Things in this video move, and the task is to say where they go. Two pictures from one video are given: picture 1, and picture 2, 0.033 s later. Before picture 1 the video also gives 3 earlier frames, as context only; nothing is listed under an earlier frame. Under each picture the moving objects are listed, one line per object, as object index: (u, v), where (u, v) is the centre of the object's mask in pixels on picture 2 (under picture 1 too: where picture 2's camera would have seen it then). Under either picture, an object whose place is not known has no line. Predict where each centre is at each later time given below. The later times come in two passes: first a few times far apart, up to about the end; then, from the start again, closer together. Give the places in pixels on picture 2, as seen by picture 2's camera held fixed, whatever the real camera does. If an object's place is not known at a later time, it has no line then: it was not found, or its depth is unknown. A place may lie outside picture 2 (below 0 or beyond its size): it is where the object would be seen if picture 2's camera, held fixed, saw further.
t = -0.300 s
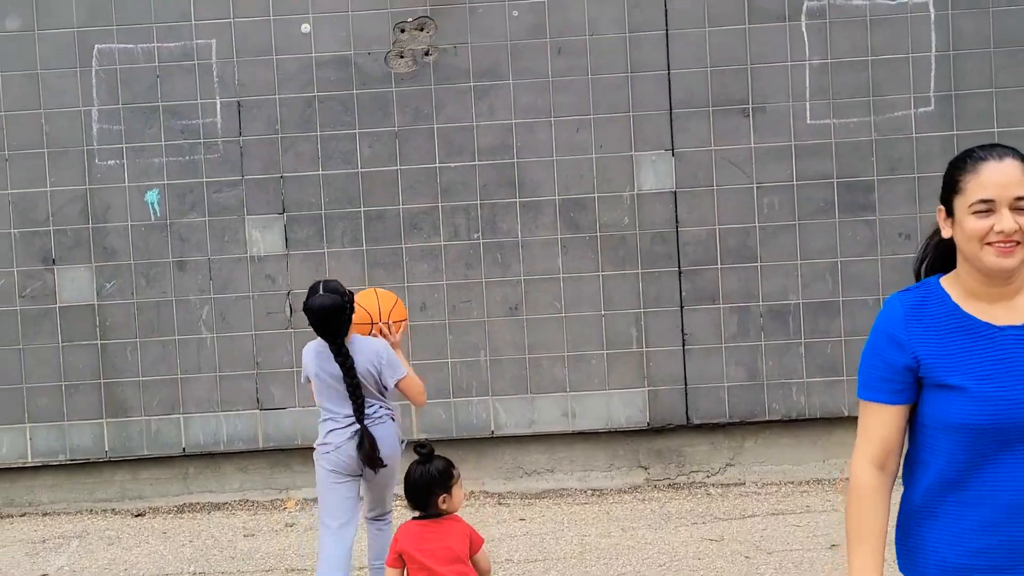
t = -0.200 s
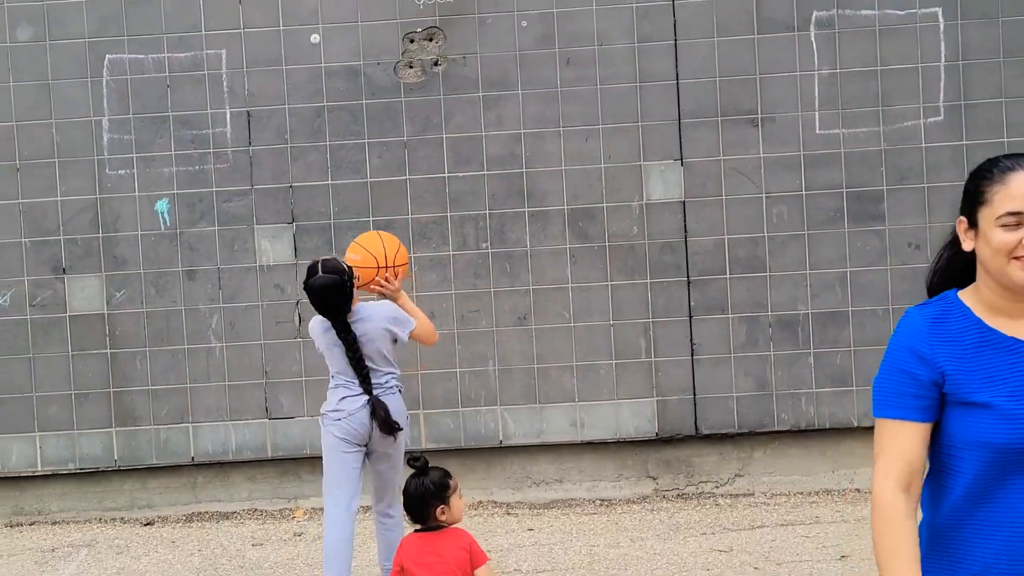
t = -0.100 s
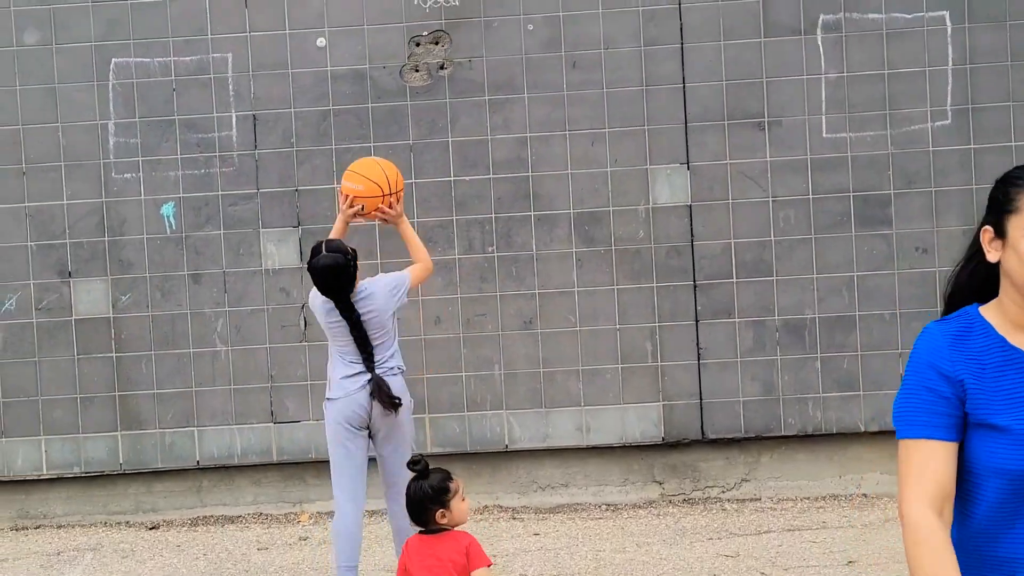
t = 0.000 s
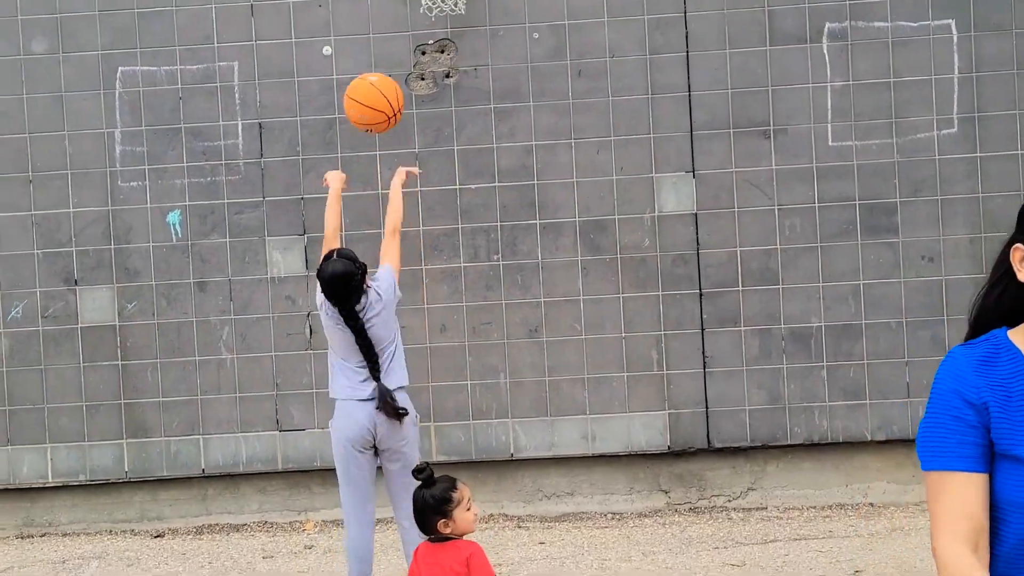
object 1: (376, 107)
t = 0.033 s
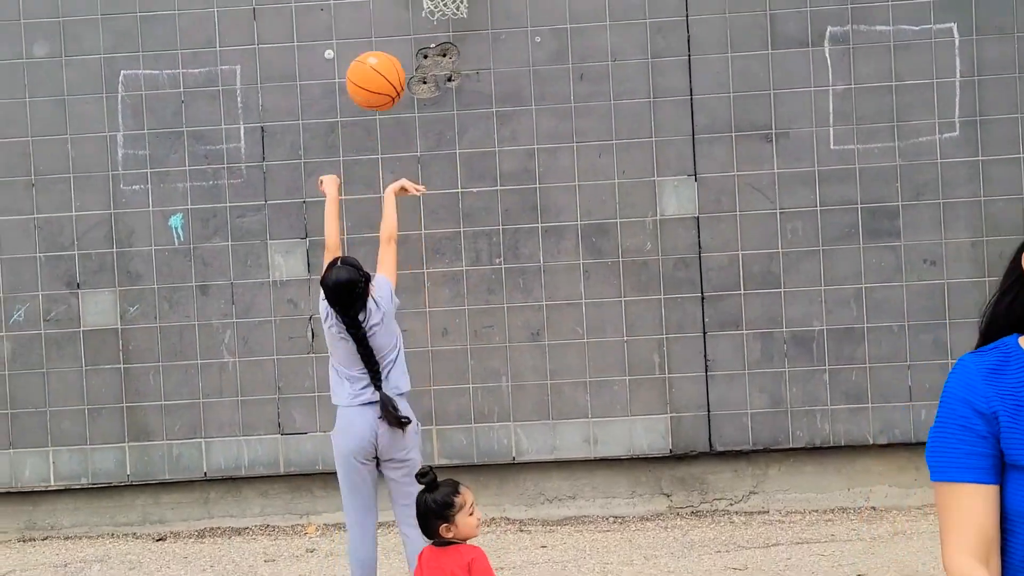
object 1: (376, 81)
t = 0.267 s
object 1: (379, 5)
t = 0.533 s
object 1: (389, 40)
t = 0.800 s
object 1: (384, 166)
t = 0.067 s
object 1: (375, 59)
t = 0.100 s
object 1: (376, 40)
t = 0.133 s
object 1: (376, 24)
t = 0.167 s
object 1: (376, 15)
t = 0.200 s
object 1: (377, 10)
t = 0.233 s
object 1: (378, 7)
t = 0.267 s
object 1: (379, 5)
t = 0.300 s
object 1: (380, 4)
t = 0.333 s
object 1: (381, 4)
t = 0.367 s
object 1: (382, 6)
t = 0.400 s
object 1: (383, 8)
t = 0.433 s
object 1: (384, 12)
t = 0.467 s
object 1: (386, 18)
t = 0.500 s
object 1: (387, 27)
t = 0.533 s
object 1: (389, 40)
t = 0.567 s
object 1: (391, 55)
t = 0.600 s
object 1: (393, 72)
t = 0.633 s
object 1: (392, 84)
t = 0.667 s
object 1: (390, 95)
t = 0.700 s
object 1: (389, 109)
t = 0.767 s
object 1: (386, 144)
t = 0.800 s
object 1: (384, 166)
